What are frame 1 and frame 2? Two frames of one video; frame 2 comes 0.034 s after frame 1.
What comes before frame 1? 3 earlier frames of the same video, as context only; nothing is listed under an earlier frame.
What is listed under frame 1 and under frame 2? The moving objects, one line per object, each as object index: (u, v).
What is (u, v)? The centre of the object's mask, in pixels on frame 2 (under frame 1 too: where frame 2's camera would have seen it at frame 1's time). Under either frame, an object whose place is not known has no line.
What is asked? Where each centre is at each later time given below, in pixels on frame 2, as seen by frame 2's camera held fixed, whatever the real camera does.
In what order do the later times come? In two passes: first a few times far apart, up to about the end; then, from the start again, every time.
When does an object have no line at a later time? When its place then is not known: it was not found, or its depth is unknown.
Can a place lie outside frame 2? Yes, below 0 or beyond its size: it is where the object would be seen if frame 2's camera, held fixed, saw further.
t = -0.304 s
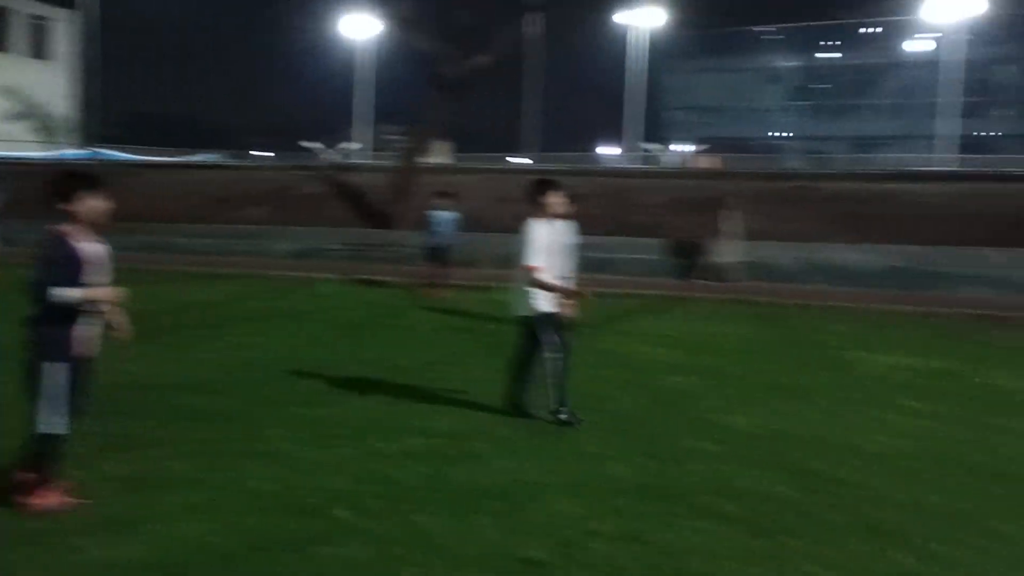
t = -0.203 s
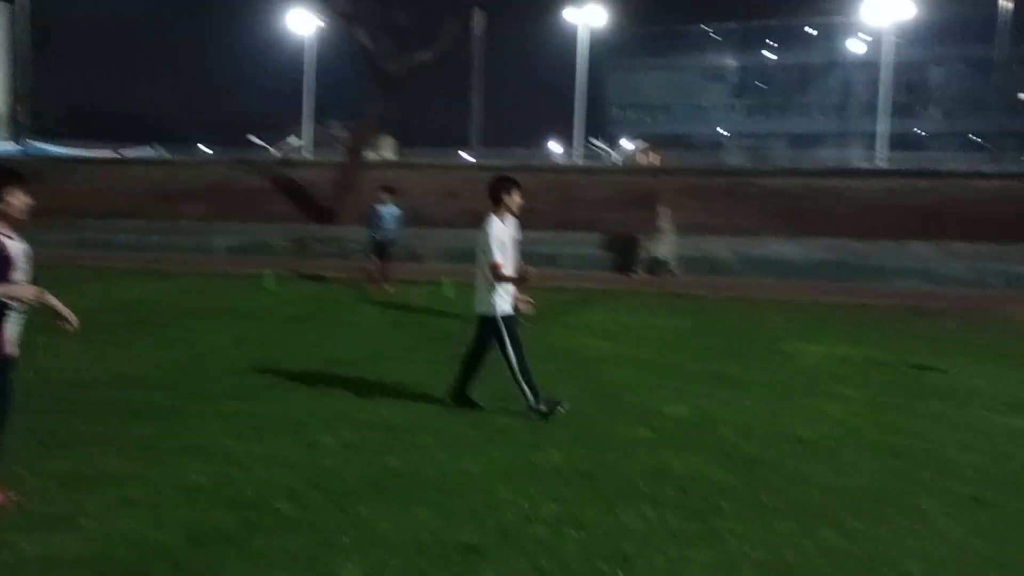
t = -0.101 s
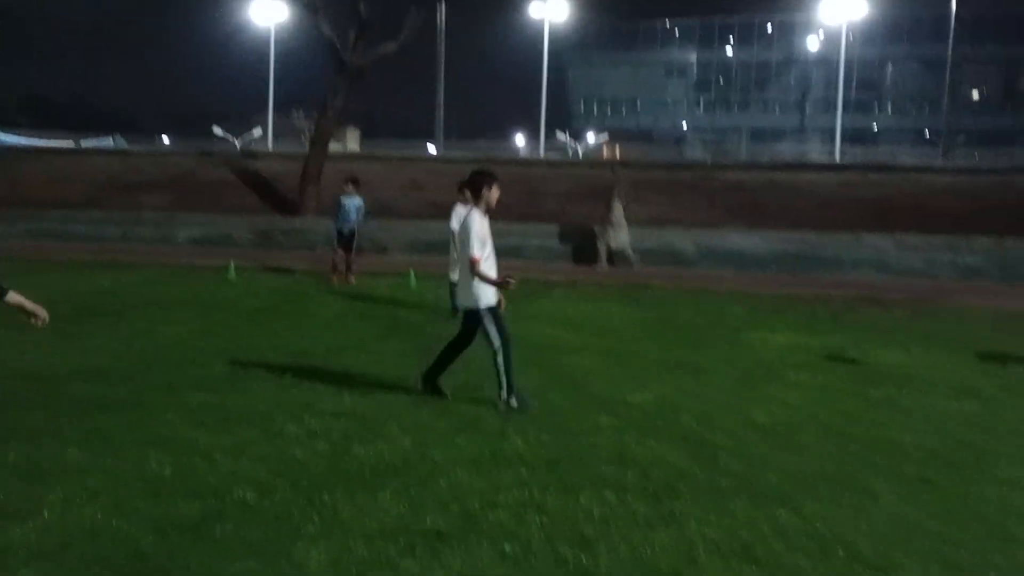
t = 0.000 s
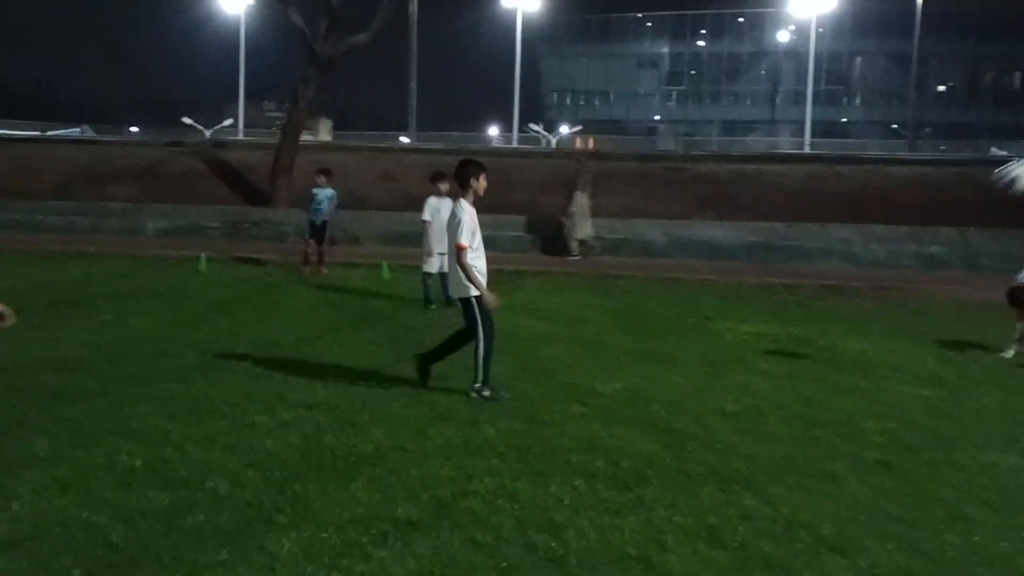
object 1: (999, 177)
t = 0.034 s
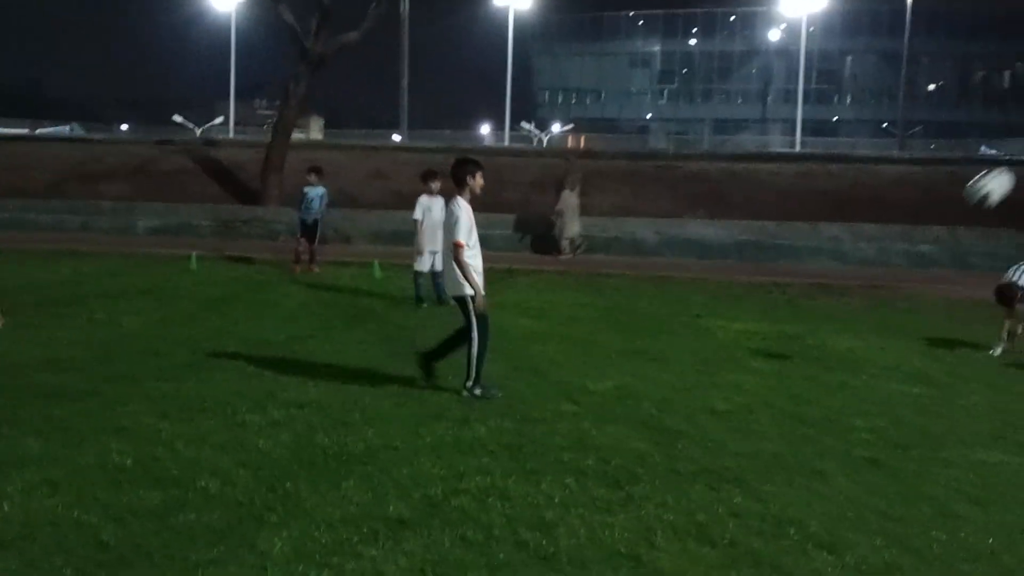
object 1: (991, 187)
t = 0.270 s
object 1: (860, 329)
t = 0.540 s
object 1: (761, 295)
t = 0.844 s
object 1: (660, 284)
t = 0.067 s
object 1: (970, 204)
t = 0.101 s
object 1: (952, 219)
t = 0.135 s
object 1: (934, 238)
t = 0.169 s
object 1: (915, 258)
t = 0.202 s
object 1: (898, 280)
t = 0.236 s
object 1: (878, 304)
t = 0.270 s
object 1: (860, 329)
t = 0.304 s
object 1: (841, 357)
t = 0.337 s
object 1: (822, 377)
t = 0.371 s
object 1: (813, 359)
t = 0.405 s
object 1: (805, 343)
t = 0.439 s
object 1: (792, 330)
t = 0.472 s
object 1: (781, 316)
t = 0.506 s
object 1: (771, 305)
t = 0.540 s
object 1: (761, 295)
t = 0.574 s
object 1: (752, 287)
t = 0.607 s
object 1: (743, 281)
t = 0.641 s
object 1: (731, 275)
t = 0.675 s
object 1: (719, 271)
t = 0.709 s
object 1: (705, 270)
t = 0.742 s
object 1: (696, 272)
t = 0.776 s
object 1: (684, 273)
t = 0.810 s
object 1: (671, 278)
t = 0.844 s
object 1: (660, 284)
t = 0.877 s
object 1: (649, 290)
